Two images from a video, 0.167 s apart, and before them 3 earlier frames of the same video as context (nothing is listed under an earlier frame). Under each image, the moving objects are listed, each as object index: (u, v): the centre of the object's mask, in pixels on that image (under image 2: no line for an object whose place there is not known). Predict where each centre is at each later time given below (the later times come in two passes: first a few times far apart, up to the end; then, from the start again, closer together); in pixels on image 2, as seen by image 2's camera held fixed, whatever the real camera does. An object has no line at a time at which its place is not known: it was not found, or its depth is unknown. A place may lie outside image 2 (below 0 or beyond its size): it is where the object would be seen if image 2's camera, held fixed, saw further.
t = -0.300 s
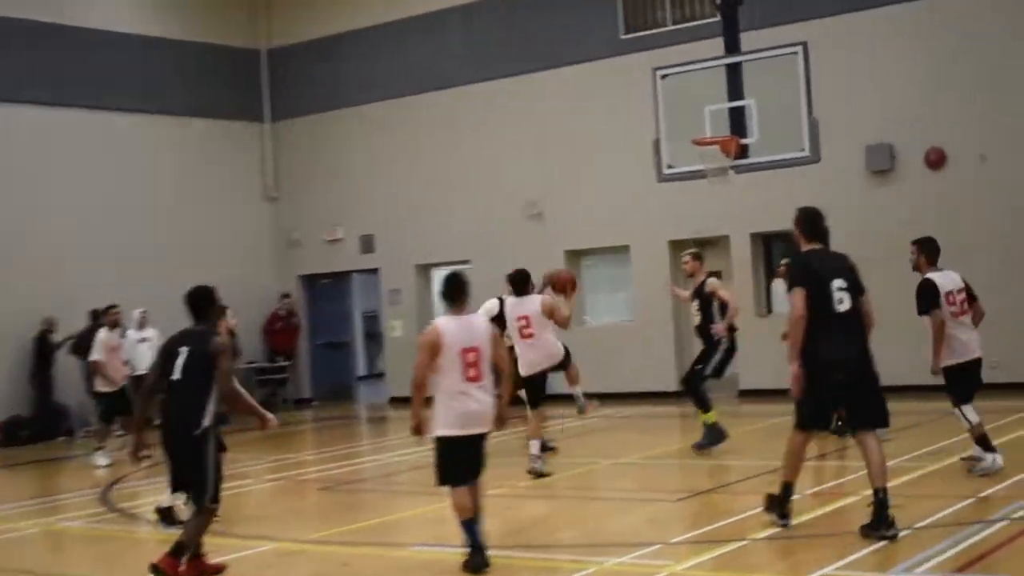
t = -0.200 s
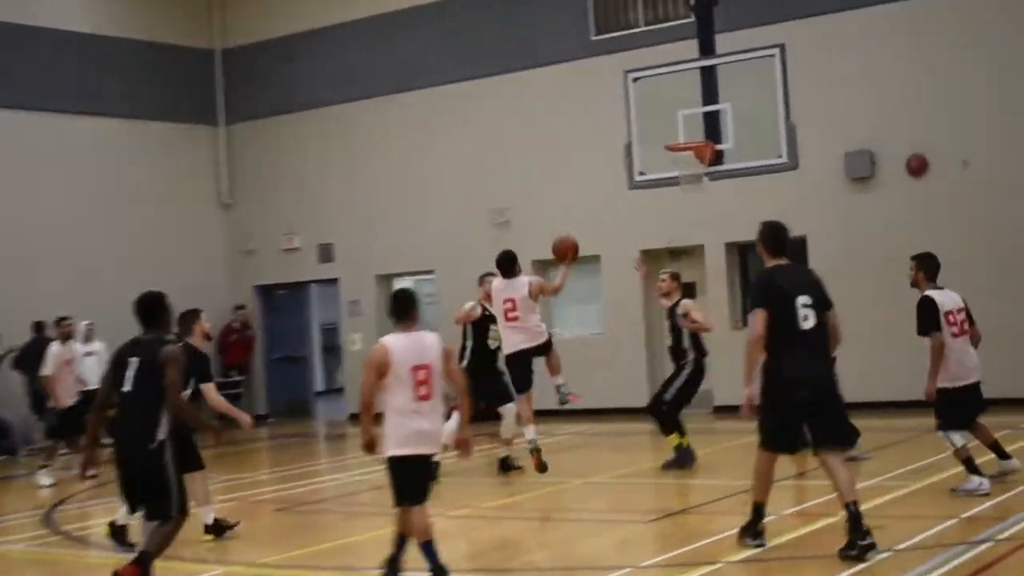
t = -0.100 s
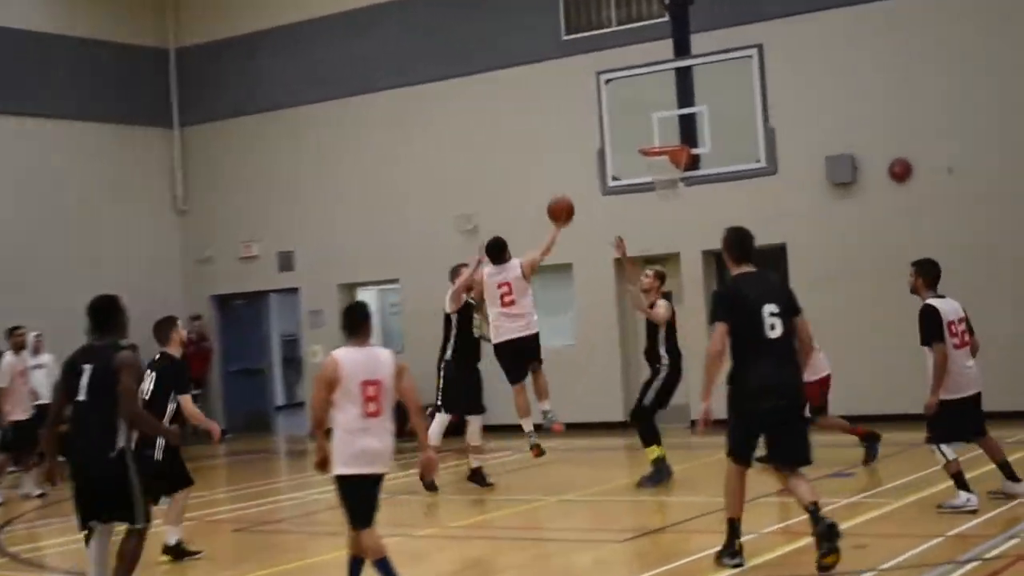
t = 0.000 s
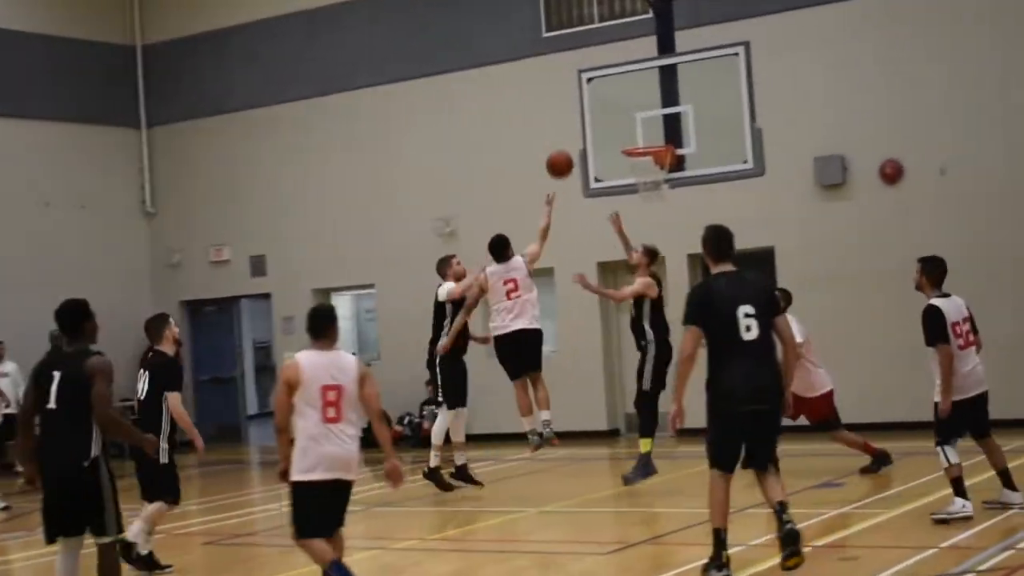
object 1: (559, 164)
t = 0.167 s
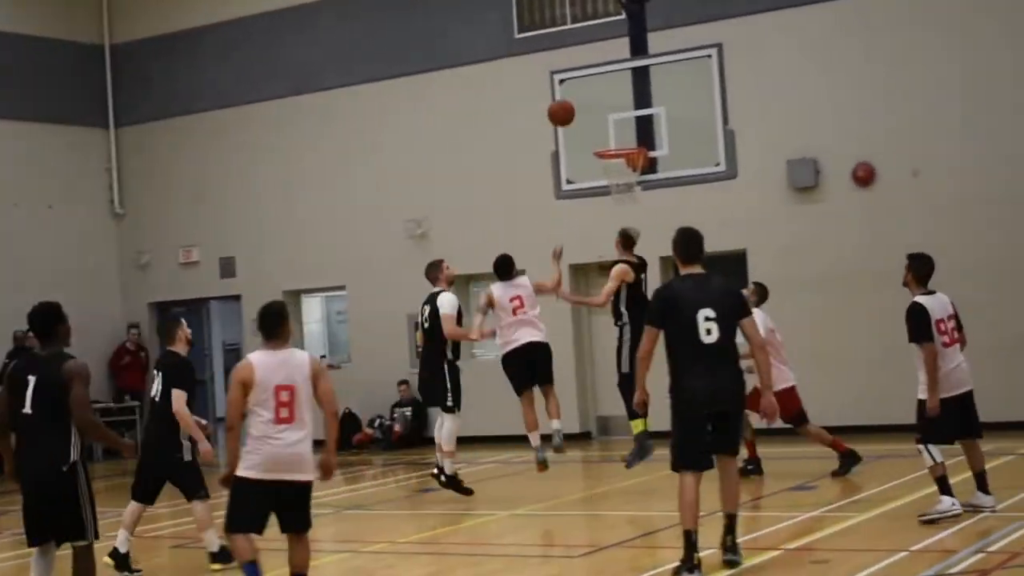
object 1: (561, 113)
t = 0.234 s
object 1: (574, 101)
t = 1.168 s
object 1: (618, 138)
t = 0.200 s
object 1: (568, 106)
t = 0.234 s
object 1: (574, 101)
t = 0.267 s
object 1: (580, 97)
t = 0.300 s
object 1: (586, 94)
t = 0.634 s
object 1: (636, 124)
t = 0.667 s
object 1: (633, 129)
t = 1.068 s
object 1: (613, 138)
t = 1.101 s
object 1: (614, 137)
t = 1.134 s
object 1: (616, 137)
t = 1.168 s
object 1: (618, 138)
